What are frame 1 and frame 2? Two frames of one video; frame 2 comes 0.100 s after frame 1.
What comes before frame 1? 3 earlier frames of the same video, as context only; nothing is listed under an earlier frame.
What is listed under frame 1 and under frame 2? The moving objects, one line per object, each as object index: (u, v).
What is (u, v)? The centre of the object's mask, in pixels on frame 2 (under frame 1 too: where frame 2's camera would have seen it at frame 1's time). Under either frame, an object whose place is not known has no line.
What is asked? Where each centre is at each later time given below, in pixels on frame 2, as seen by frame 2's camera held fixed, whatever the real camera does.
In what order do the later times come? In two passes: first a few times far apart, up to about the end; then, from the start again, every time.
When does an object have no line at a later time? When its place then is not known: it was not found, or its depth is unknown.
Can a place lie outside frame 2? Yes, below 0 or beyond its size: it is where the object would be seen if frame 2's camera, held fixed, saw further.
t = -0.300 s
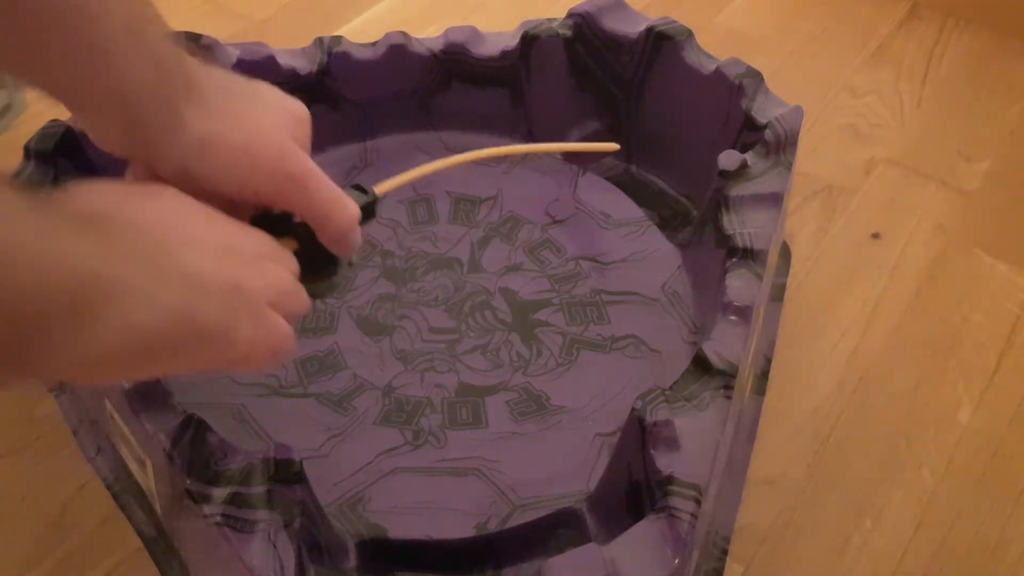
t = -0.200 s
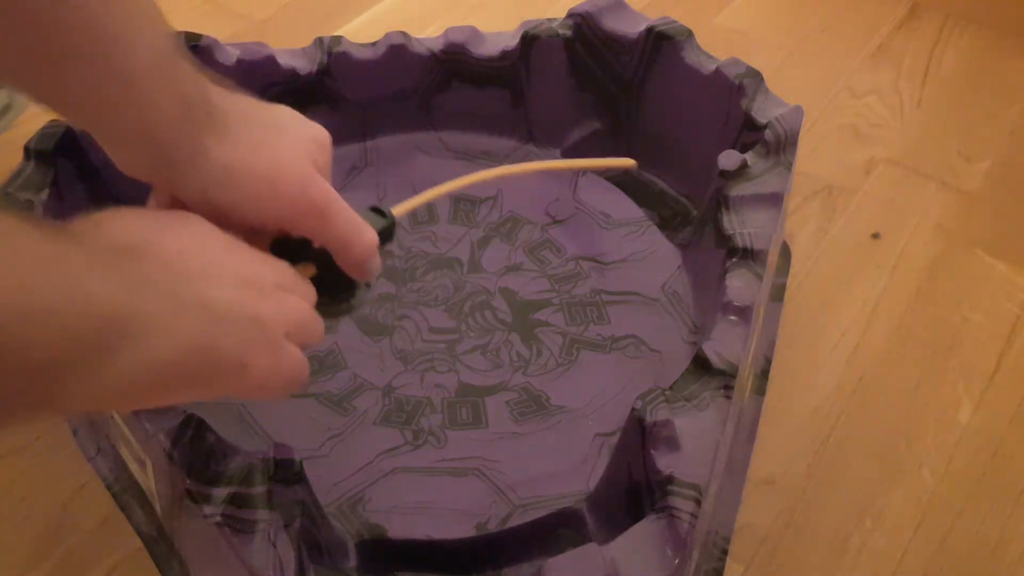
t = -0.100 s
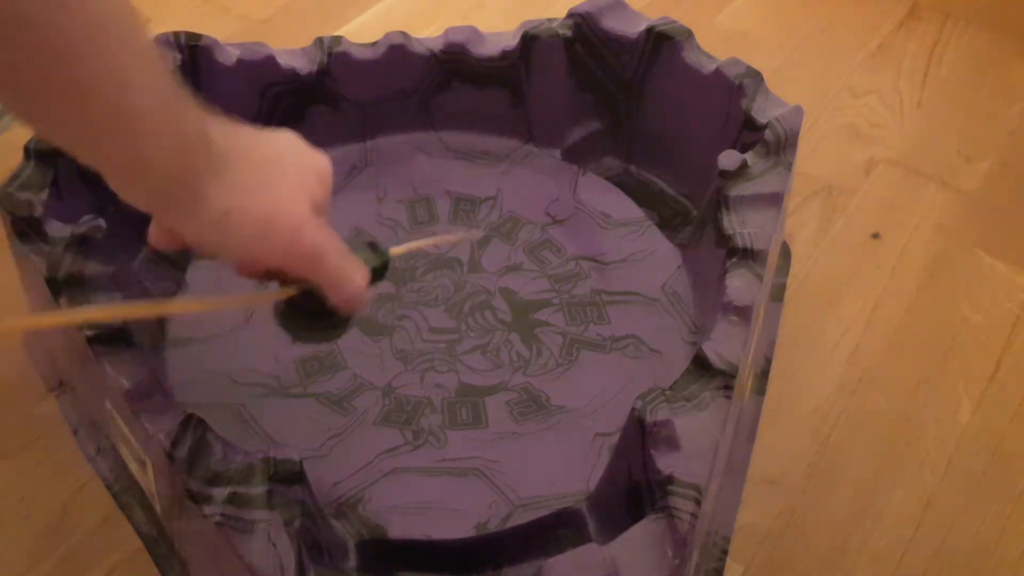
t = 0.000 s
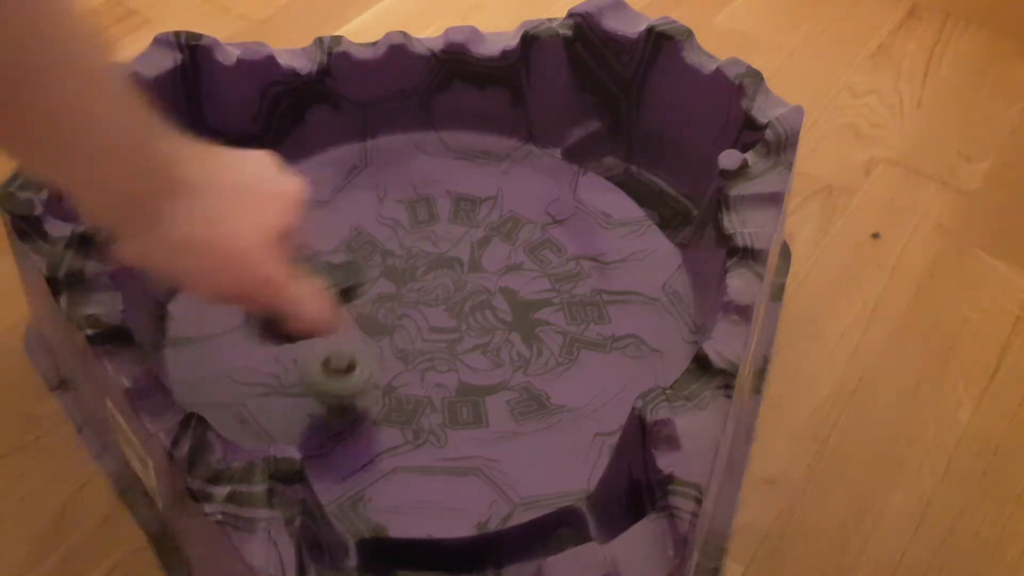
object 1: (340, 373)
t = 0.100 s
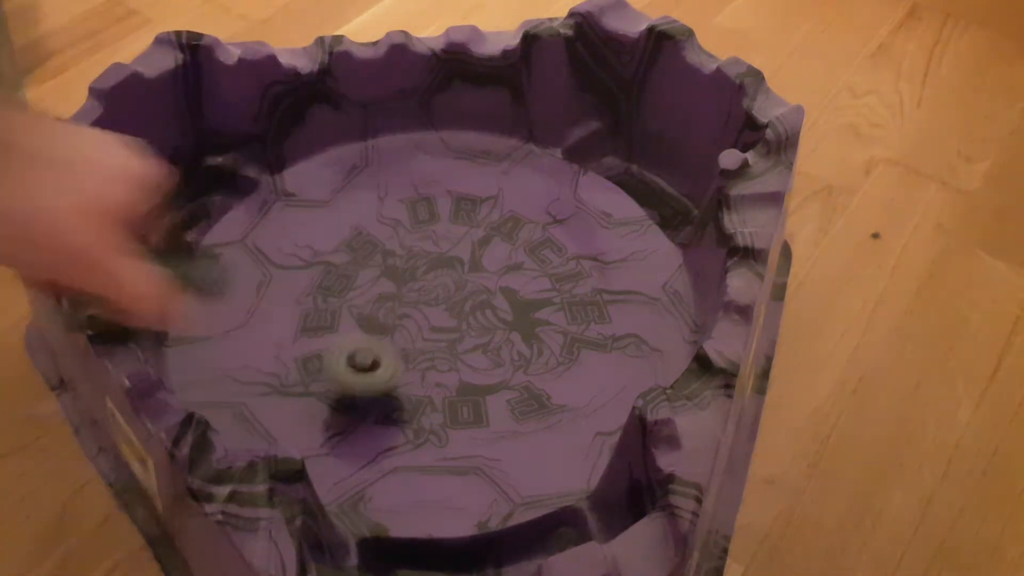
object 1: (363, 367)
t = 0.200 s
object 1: (376, 351)
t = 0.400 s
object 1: (379, 303)
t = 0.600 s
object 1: (376, 256)
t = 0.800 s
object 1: (370, 220)
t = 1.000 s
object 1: (369, 200)
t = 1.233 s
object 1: (379, 190)
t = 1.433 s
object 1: (399, 188)
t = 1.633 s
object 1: (430, 190)
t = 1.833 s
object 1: (459, 195)
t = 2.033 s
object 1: (490, 204)
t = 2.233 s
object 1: (519, 218)
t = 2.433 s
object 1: (548, 230)
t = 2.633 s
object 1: (566, 242)
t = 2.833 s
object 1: (565, 265)
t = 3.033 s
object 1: (539, 297)
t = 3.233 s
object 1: (513, 331)
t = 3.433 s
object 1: (498, 358)
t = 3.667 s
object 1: (469, 376)
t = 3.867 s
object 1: (429, 384)
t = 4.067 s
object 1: (399, 384)
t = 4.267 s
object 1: (366, 374)
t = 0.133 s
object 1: (369, 361)
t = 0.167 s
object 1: (373, 357)
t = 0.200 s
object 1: (376, 351)
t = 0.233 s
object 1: (377, 344)
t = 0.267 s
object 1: (378, 337)
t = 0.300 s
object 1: (378, 329)
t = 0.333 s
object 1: (378, 321)
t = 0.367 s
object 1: (378, 313)
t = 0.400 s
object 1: (379, 303)
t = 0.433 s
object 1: (379, 296)
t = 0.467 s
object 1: (379, 288)
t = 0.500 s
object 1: (378, 281)
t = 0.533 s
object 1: (378, 273)
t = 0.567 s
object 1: (377, 265)
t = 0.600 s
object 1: (376, 256)
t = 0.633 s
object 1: (376, 251)
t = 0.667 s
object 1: (375, 243)
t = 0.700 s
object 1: (374, 236)
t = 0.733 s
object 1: (373, 231)
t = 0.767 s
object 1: (371, 225)
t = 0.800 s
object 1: (370, 220)
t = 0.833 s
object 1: (369, 215)
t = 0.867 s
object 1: (369, 211)
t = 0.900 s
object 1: (368, 207)
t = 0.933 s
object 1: (368, 204)
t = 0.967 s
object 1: (368, 202)
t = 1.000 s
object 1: (369, 200)
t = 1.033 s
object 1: (370, 198)
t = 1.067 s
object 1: (371, 196)
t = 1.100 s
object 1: (372, 195)
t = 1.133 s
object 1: (373, 193)
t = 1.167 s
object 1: (375, 192)
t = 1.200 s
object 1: (377, 191)
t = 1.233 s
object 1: (379, 190)
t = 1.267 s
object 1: (381, 189)
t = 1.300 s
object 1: (384, 189)
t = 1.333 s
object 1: (387, 188)
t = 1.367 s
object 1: (391, 188)
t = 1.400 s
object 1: (395, 188)
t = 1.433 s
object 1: (399, 188)
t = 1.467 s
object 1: (404, 189)
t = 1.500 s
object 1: (410, 189)
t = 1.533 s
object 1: (415, 189)
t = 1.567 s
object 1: (421, 190)
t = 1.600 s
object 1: (425, 190)
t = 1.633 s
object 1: (430, 190)
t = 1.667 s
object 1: (434, 190)
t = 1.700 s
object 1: (439, 191)
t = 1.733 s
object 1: (444, 191)
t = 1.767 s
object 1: (449, 192)
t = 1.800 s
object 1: (454, 193)
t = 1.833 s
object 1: (459, 195)
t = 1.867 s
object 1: (464, 195)
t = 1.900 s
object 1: (470, 197)
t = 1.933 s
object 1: (475, 198)
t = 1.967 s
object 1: (481, 200)
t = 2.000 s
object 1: (486, 202)
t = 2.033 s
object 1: (490, 204)
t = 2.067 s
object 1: (496, 206)
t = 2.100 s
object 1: (501, 209)
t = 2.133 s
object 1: (506, 212)
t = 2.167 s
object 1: (512, 215)
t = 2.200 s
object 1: (515, 217)
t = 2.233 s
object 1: (519, 218)
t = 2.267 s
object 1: (524, 221)
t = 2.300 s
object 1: (529, 222)
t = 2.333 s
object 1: (534, 224)
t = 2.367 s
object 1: (538, 226)
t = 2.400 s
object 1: (543, 228)
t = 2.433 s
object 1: (548, 230)
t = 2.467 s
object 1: (552, 232)
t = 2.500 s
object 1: (555, 234)
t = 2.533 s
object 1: (559, 236)
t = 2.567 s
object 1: (562, 238)
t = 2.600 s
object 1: (564, 240)
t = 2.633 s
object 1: (566, 242)
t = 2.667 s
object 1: (567, 245)
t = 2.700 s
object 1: (569, 249)
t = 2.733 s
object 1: (569, 252)
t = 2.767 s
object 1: (568, 256)
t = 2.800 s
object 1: (568, 260)
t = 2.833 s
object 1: (565, 265)
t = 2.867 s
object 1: (563, 270)
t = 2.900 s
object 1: (560, 274)
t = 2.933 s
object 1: (556, 279)
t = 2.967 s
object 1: (551, 285)
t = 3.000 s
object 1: (544, 292)
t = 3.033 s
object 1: (539, 297)
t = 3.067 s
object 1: (535, 302)
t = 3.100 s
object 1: (530, 308)
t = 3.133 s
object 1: (526, 315)
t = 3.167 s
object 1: (521, 320)
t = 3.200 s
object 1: (516, 325)
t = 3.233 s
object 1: (513, 331)
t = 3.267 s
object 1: (511, 336)
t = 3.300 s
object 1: (508, 342)
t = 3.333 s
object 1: (506, 347)
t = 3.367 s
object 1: (503, 352)
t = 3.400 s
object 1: (500, 355)
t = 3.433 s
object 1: (498, 358)
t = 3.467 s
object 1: (493, 361)
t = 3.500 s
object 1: (491, 364)
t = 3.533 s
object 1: (487, 367)
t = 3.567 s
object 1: (484, 369)
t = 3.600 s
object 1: (480, 371)
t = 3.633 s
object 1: (474, 373)
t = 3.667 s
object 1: (469, 376)
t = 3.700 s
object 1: (463, 377)
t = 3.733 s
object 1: (457, 378)
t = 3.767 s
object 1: (451, 379)
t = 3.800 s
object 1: (443, 381)
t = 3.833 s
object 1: (437, 382)
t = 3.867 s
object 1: (429, 384)
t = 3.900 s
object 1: (427, 383)
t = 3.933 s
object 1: (422, 384)
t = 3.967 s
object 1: (416, 384)
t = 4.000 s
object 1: (411, 384)
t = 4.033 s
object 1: (404, 383)
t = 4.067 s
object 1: (399, 384)
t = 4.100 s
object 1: (394, 382)
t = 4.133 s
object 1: (390, 381)
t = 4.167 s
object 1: (385, 379)
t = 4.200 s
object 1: (380, 378)
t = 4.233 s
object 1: (374, 376)
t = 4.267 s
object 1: (366, 374)
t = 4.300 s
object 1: (360, 373)
